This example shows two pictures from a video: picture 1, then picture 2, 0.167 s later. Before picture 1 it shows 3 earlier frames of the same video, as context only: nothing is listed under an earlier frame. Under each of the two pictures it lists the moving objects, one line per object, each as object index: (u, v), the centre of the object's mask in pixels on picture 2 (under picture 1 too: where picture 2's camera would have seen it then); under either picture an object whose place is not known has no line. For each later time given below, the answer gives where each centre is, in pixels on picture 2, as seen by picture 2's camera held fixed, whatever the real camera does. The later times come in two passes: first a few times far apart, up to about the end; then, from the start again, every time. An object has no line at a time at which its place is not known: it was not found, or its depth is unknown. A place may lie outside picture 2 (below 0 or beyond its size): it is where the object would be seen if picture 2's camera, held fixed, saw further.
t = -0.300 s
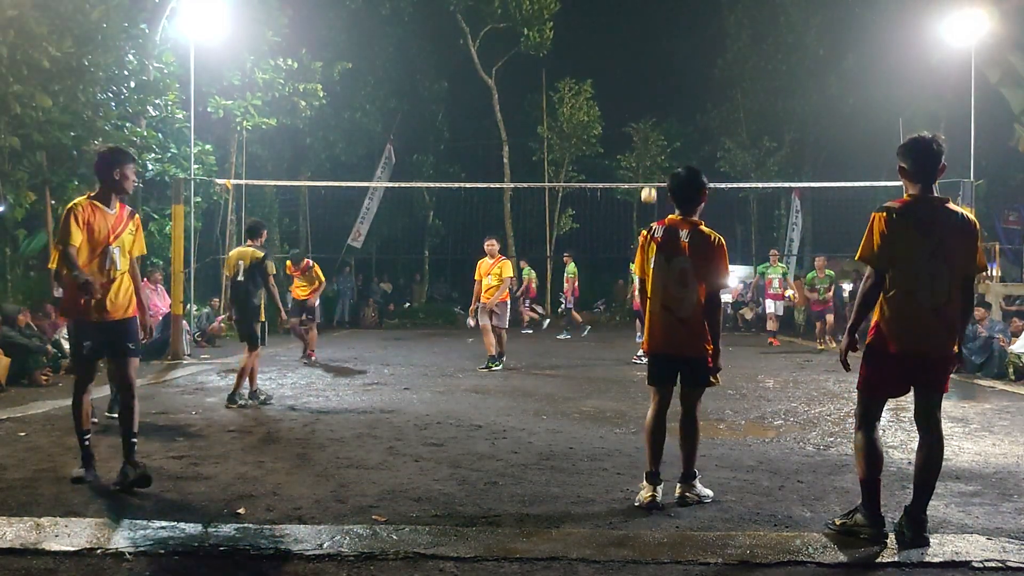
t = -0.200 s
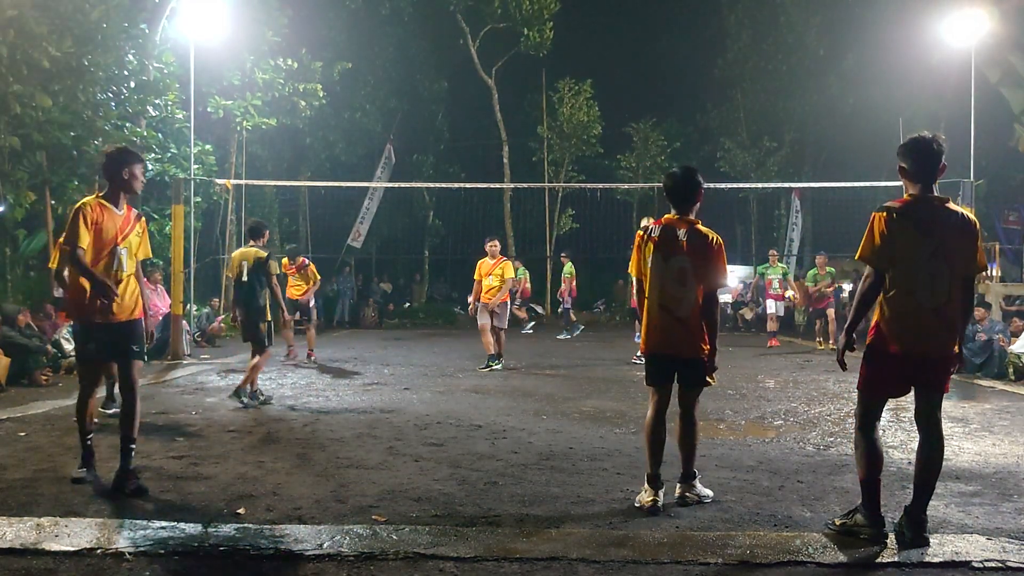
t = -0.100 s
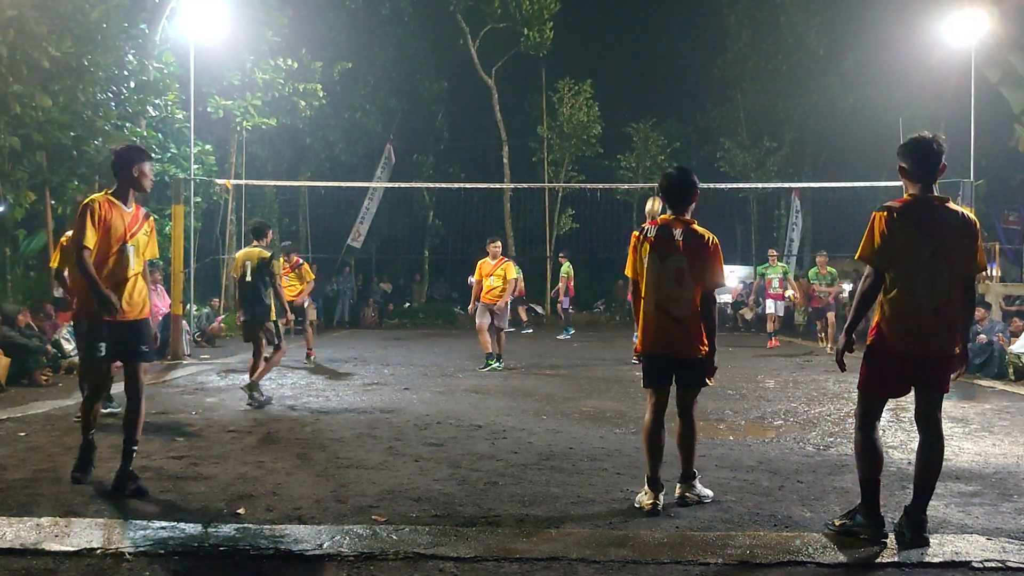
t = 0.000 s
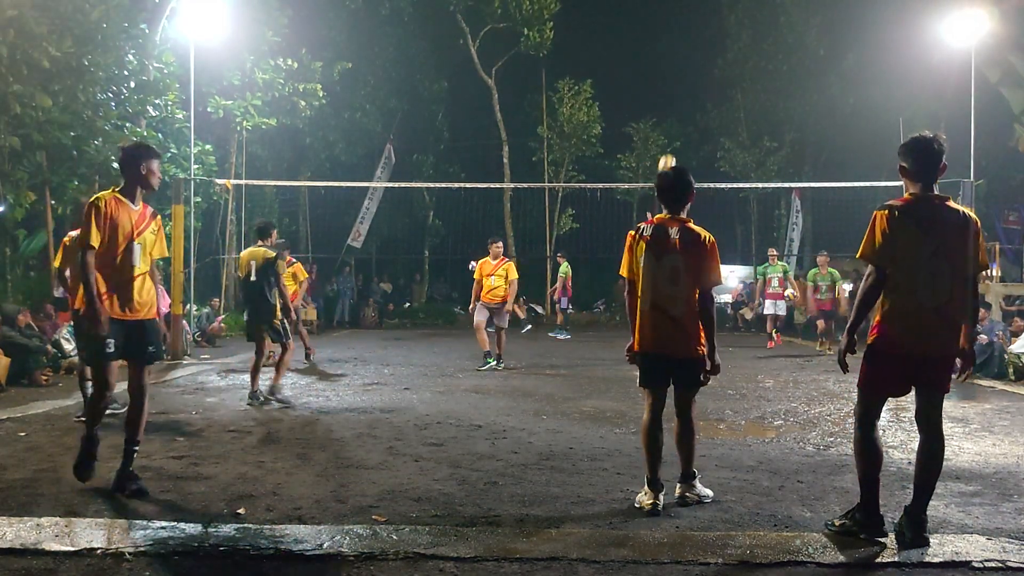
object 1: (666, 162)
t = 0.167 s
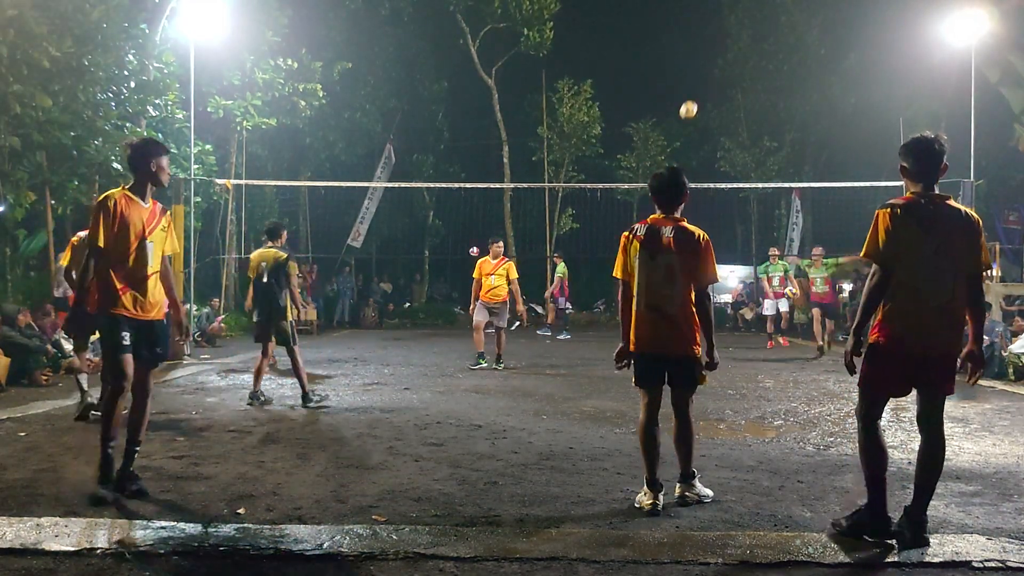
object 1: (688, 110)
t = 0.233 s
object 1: (697, 93)
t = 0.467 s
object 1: (726, 63)
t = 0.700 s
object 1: (755, 70)
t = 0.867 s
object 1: (775, 99)
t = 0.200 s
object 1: (693, 101)
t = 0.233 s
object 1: (697, 93)
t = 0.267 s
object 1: (701, 87)
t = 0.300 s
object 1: (705, 80)
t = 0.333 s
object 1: (710, 75)
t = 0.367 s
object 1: (714, 71)
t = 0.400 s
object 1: (718, 67)
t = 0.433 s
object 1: (722, 65)
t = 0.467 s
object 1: (726, 63)
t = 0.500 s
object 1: (730, 61)
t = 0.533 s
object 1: (735, 61)
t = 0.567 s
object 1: (739, 61)
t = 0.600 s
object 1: (743, 62)
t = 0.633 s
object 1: (747, 64)
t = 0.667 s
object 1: (751, 67)
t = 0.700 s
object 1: (755, 70)
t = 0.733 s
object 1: (759, 74)
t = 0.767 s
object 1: (763, 79)
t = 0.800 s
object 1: (767, 85)
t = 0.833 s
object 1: (771, 91)
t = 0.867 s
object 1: (775, 99)
